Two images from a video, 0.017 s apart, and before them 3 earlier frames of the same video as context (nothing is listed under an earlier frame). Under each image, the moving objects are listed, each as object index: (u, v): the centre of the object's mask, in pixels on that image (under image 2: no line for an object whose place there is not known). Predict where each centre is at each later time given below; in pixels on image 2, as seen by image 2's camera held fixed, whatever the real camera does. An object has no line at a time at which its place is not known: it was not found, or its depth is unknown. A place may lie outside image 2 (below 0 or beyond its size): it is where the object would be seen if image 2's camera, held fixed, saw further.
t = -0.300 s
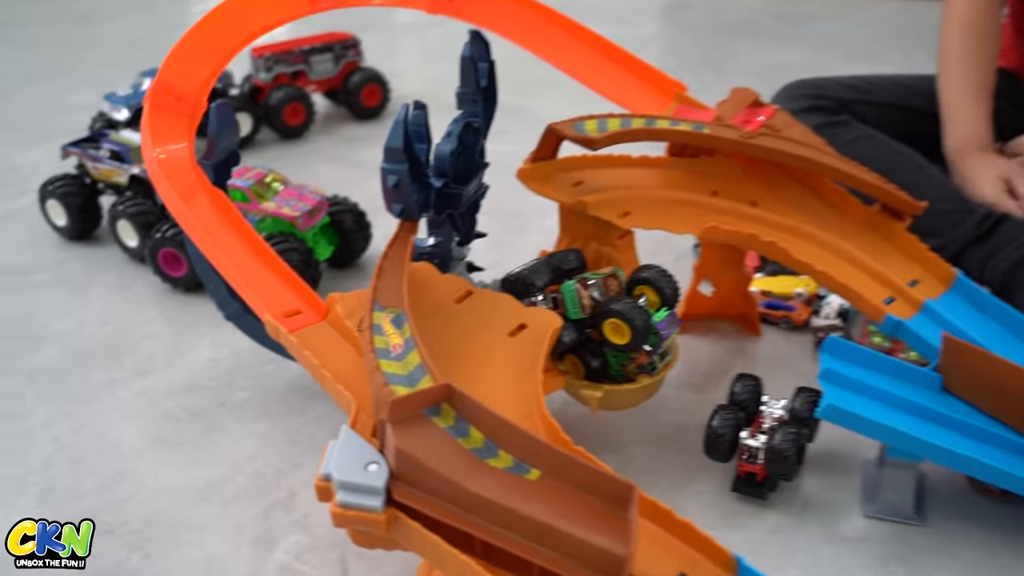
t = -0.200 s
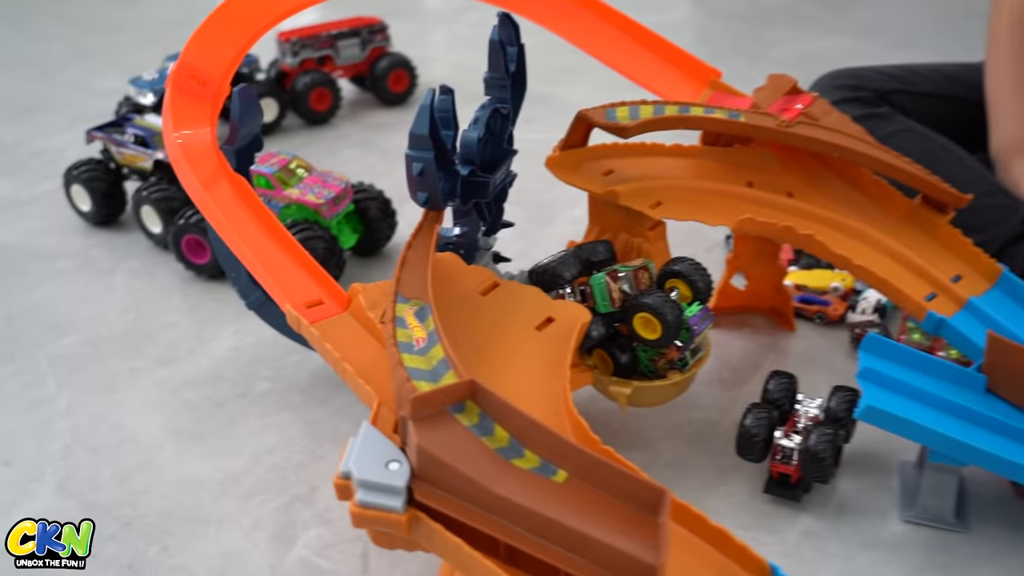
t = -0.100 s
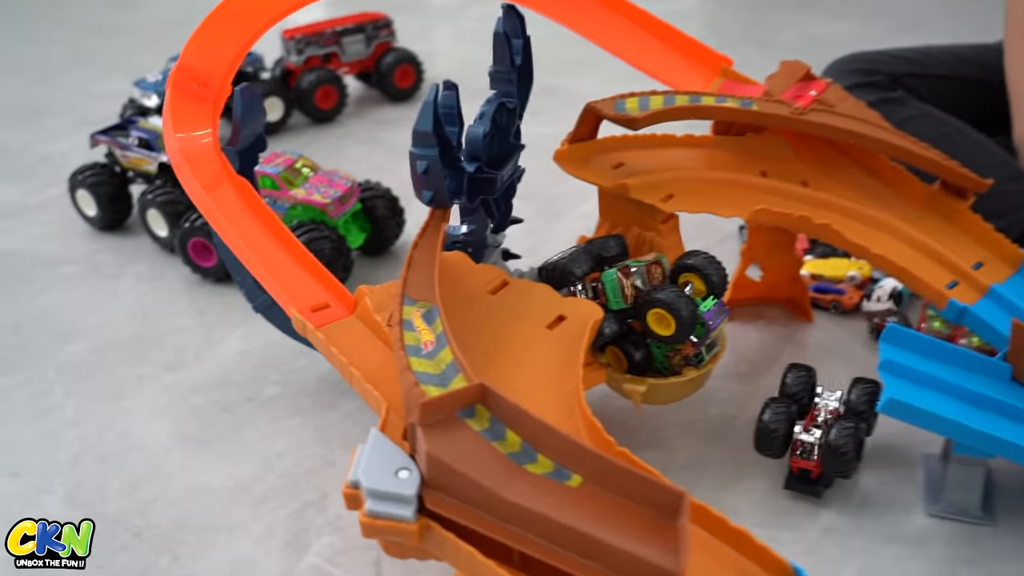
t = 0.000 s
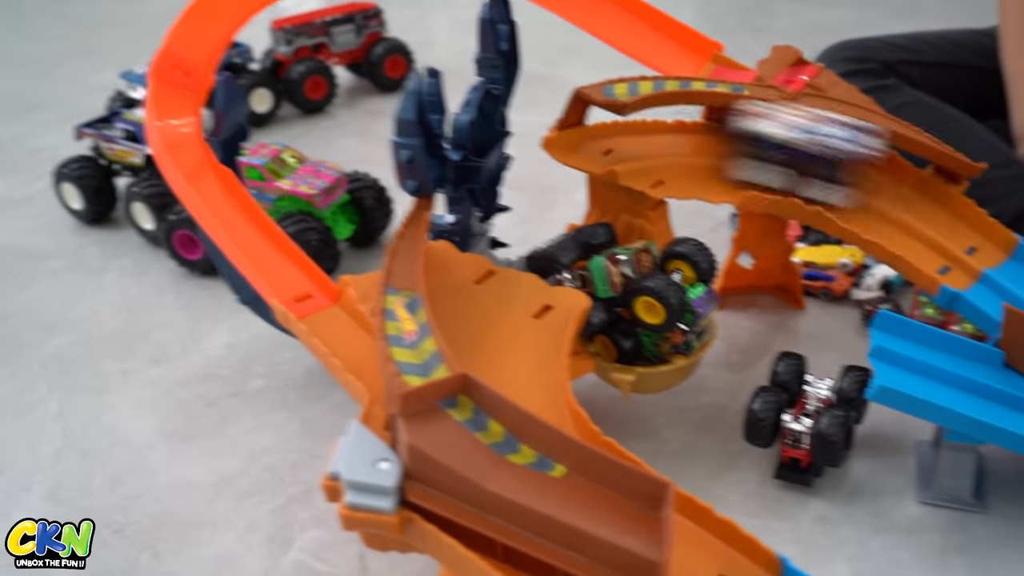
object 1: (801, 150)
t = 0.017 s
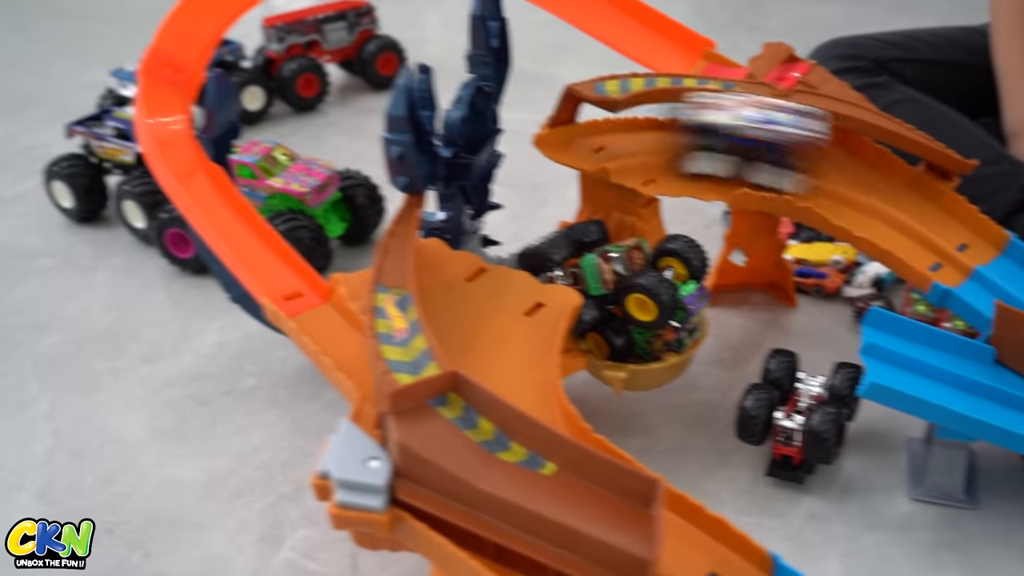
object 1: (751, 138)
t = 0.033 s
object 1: (711, 132)
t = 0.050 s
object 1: (676, 132)
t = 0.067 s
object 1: (647, 138)
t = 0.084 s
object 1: (618, 148)
